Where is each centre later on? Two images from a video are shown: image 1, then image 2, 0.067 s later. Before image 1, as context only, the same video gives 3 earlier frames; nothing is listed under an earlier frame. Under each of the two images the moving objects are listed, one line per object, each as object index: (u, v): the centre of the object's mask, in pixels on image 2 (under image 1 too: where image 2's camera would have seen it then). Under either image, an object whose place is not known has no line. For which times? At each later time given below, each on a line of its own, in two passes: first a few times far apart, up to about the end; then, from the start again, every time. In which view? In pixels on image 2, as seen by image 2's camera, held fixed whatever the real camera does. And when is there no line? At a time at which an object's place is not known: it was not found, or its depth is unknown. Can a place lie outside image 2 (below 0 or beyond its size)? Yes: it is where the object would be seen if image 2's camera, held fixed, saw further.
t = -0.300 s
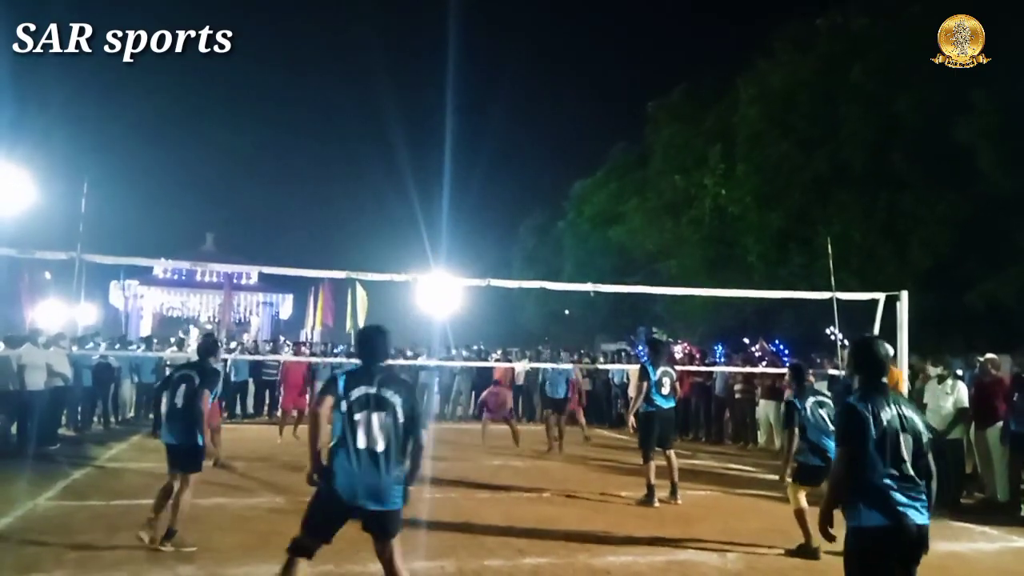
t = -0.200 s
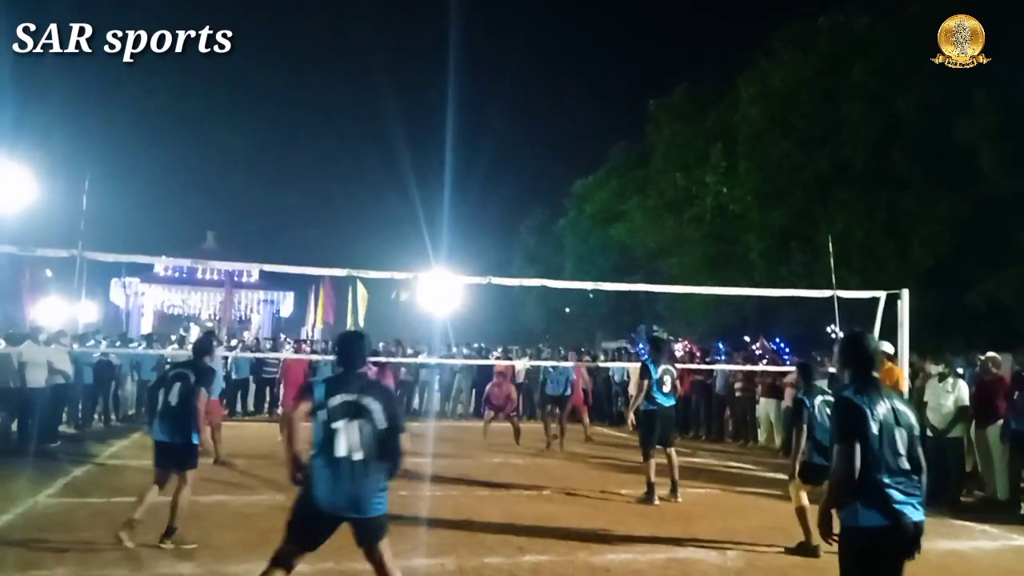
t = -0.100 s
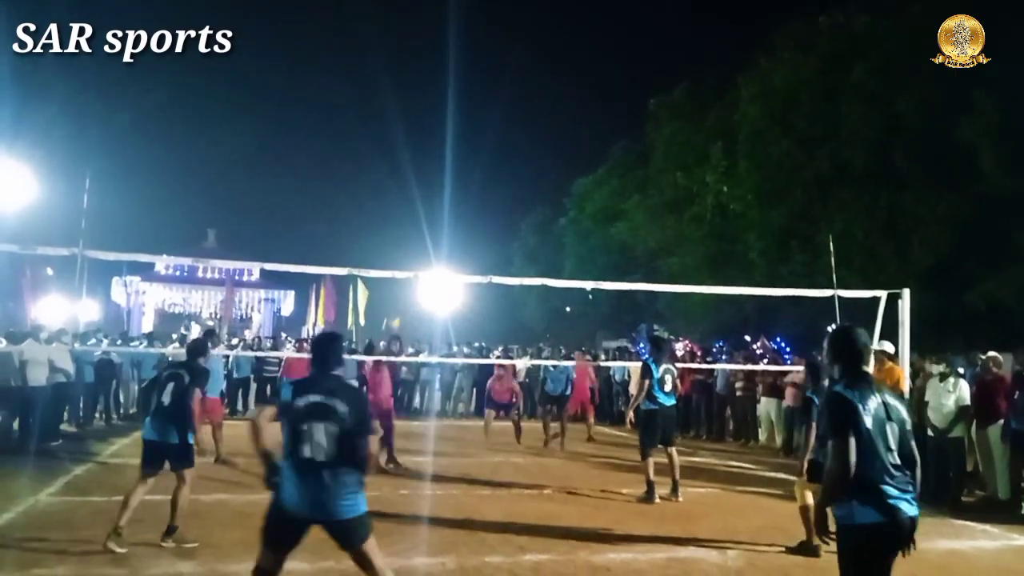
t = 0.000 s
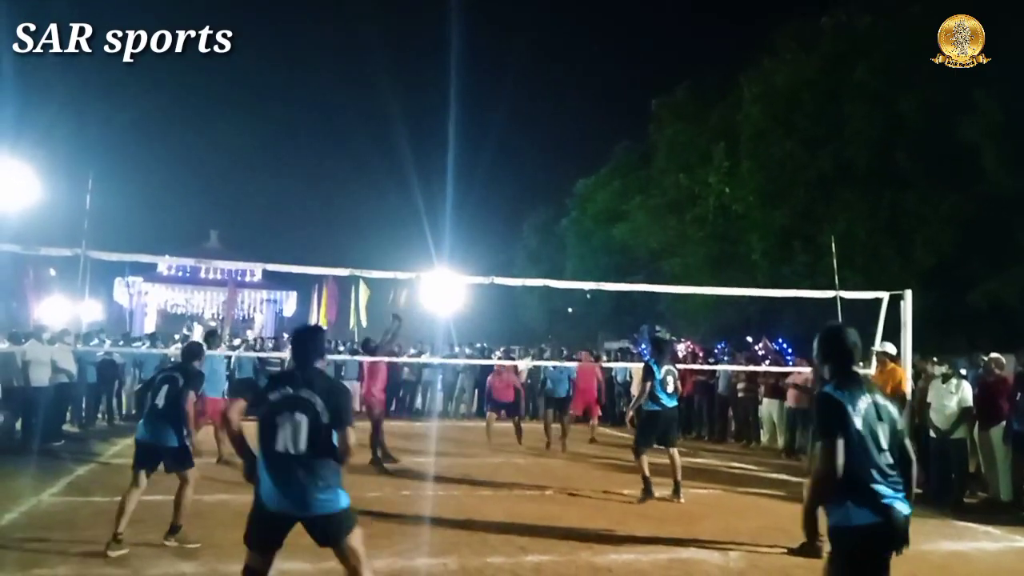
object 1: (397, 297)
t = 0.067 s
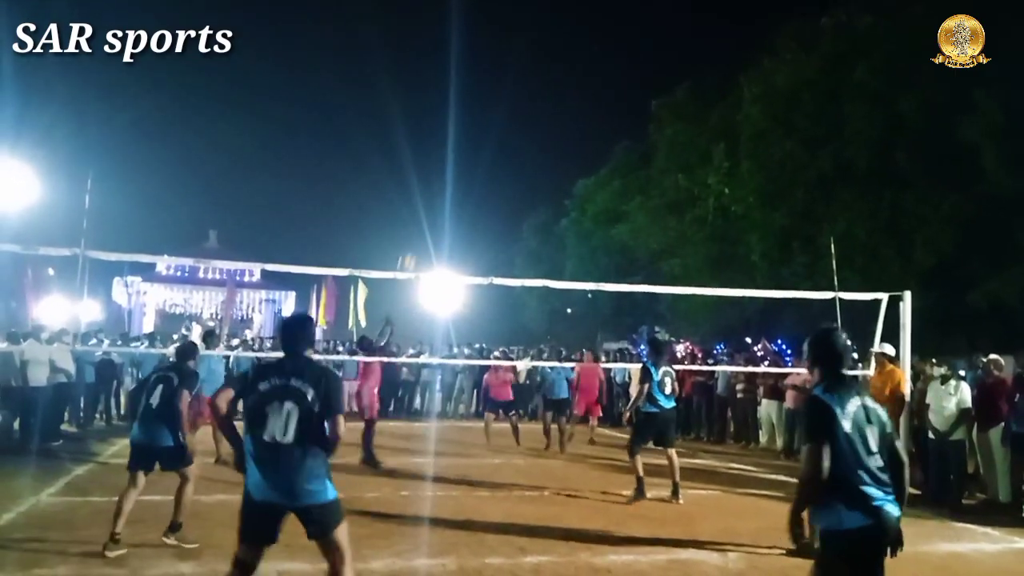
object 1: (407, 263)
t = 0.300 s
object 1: (435, 176)
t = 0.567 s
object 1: (465, 126)
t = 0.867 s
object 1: (494, 128)
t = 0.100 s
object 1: (411, 247)
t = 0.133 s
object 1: (415, 234)
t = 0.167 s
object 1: (419, 221)
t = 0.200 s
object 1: (423, 208)
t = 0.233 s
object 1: (427, 197)
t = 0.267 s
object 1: (431, 186)
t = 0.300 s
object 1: (435, 176)
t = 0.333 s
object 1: (439, 167)
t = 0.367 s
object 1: (443, 159)
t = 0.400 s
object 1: (447, 151)
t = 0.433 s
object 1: (451, 144)
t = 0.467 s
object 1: (454, 138)
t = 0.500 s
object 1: (457, 133)
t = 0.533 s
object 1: (461, 129)
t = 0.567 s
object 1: (465, 126)
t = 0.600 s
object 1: (468, 123)
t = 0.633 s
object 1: (471, 121)
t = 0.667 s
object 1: (475, 120)
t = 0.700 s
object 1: (478, 119)
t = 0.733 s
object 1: (481, 119)
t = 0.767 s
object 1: (484, 120)
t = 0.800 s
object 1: (488, 122)
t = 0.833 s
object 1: (491, 125)
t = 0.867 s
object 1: (494, 128)
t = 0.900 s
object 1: (497, 132)
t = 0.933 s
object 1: (500, 137)
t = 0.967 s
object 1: (503, 142)
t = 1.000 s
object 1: (506, 148)
